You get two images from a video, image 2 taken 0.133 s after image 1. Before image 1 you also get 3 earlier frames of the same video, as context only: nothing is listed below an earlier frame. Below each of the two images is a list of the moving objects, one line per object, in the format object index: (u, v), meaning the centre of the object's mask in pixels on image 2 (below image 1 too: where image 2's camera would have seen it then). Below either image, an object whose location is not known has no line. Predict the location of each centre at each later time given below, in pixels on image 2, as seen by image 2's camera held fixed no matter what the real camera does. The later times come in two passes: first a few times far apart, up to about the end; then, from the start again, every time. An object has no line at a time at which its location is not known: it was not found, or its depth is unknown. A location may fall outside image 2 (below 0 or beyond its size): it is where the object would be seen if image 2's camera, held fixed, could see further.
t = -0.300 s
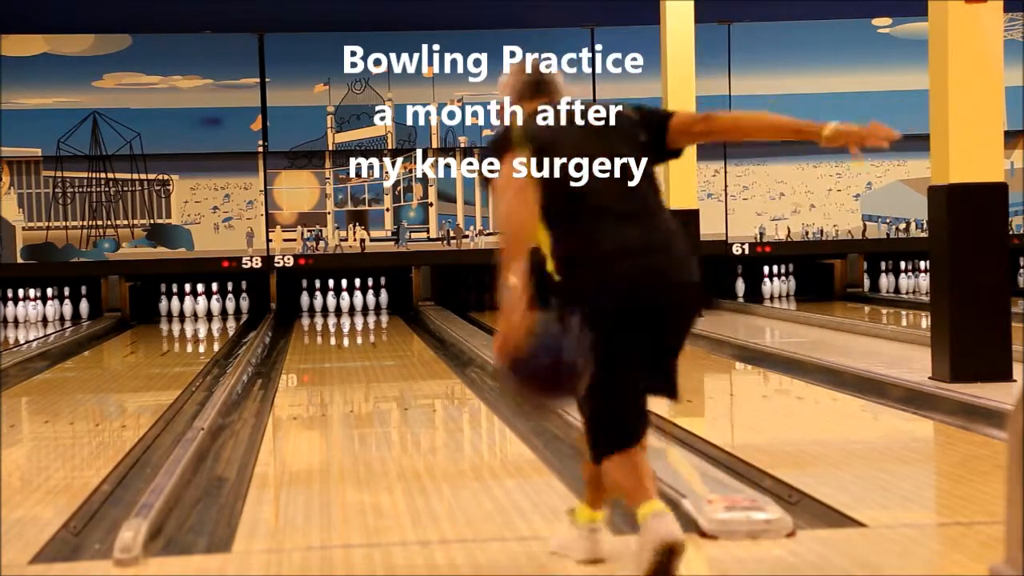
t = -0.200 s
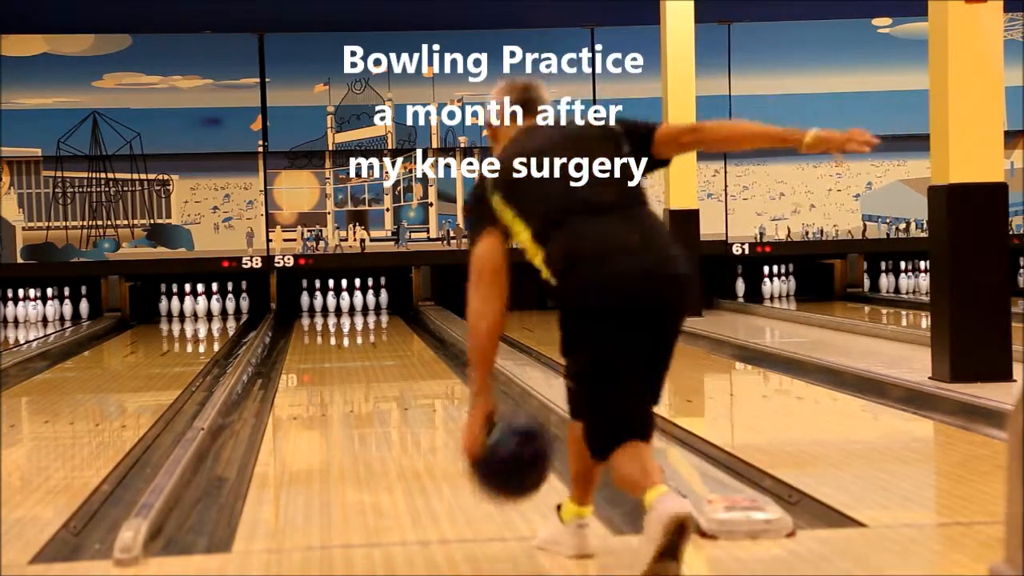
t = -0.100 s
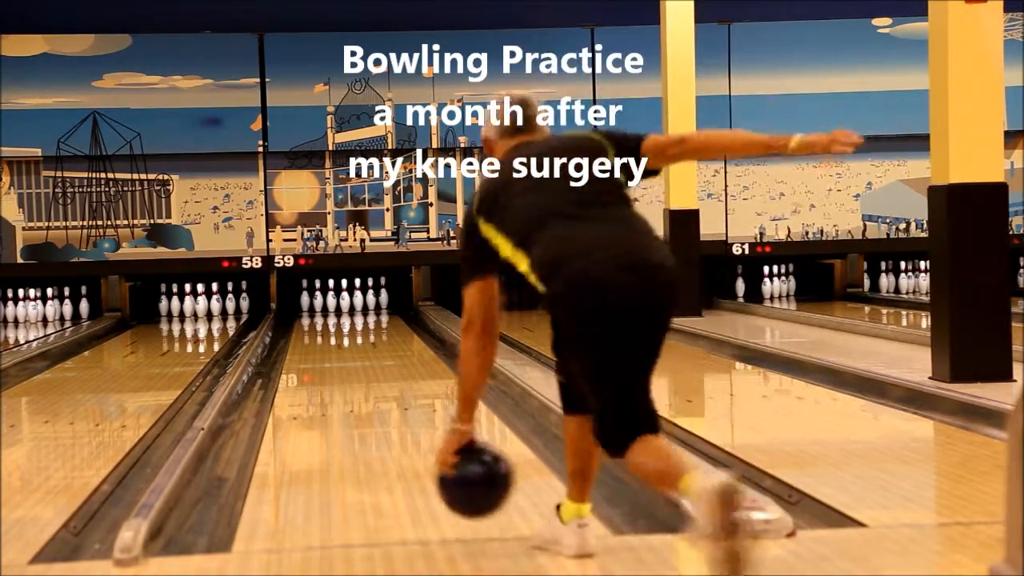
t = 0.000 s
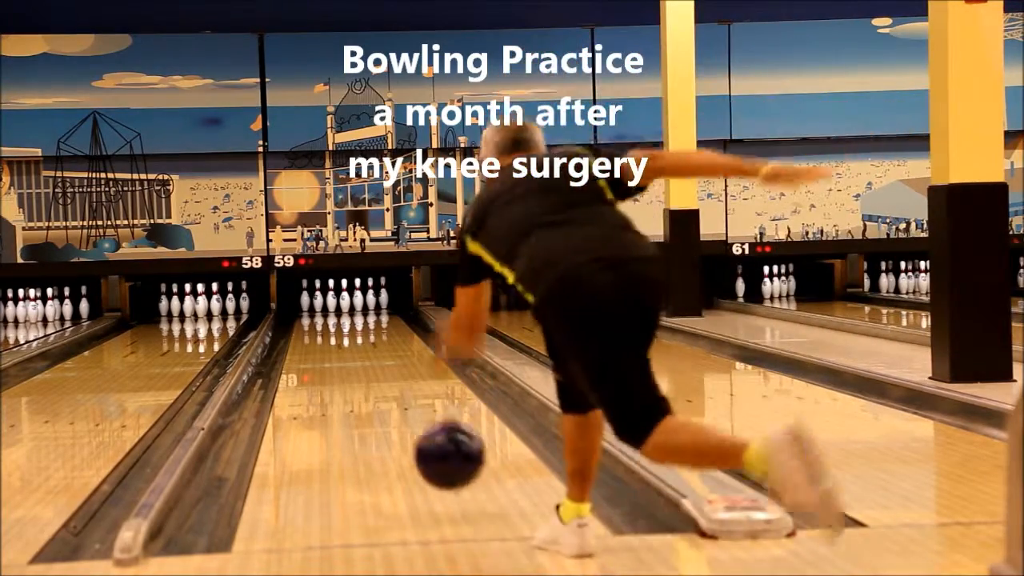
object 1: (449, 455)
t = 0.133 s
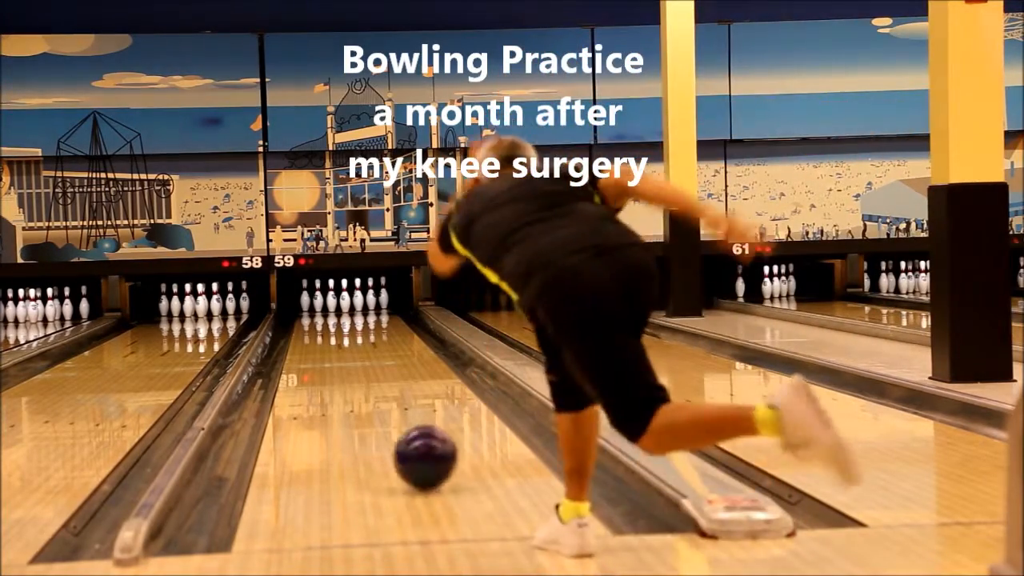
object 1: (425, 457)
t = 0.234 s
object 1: (409, 444)
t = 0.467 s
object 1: (382, 415)
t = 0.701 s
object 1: (364, 394)
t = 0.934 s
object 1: (350, 378)
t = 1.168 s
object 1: (339, 365)
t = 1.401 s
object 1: (331, 355)
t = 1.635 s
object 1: (325, 346)
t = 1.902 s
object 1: (320, 336)
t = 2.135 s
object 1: (317, 329)
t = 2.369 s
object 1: (316, 324)
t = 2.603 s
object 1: (316, 319)
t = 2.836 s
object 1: (318, 314)
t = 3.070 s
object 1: (321, 310)
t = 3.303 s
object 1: (329, 307)
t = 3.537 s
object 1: (338, 305)
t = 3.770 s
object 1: (342, 303)
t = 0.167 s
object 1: (420, 452)
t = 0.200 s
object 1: (414, 447)
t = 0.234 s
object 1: (409, 444)
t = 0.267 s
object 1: (405, 439)
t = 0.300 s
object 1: (400, 435)
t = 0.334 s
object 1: (396, 431)
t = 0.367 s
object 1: (392, 427)
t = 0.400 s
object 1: (389, 423)
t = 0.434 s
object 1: (386, 419)
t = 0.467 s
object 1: (382, 415)
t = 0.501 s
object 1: (379, 412)
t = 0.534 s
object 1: (376, 409)
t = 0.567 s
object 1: (373, 406)
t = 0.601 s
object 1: (371, 403)
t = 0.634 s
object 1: (368, 400)
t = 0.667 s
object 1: (366, 397)
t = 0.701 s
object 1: (364, 394)
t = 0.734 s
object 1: (361, 392)
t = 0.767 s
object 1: (351, 397)
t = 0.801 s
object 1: (356, 388)
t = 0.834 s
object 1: (355, 386)
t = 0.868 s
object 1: (353, 383)
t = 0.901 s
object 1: (351, 381)
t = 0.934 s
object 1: (350, 378)
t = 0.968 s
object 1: (348, 377)
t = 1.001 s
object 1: (347, 374)
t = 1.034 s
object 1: (345, 372)
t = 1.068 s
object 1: (344, 371)
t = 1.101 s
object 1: (342, 369)
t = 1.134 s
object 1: (340, 367)
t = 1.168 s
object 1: (339, 365)
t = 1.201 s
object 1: (338, 364)
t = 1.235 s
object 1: (337, 362)
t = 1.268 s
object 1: (336, 360)
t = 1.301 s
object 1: (335, 359)
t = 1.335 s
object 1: (333, 357)
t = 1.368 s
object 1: (332, 356)
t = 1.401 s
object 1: (331, 355)
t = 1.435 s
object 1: (330, 353)
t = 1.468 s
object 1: (329, 352)
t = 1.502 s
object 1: (328, 350)
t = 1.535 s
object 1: (327, 349)
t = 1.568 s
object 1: (327, 348)
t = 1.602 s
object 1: (326, 347)
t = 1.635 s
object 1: (325, 346)
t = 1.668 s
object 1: (324, 345)
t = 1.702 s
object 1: (323, 344)
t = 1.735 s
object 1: (323, 342)
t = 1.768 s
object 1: (322, 341)
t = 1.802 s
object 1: (321, 339)
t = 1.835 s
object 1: (321, 338)
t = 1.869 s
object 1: (321, 337)
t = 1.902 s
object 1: (320, 336)
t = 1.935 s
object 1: (319, 335)
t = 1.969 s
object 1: (319, 334)
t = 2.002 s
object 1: (318, 333)
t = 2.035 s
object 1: (318, 332)
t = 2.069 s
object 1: (318, 331)
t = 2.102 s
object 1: (317, 330)
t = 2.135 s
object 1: (317, 329)
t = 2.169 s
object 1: (317, 328)
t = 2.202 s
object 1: (316, 328)
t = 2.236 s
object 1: (316, 327)
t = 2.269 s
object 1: (316, 326)
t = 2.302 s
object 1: (316, 326)
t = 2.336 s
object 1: (316, 325)
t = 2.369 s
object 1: (316, 324)
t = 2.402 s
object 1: (316, 324)
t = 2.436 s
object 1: (315, 323)
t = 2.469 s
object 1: (315, 322)
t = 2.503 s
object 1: (315, 321)
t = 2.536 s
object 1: (315, 321)
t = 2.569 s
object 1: (316, 320)
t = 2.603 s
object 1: (316, 319)
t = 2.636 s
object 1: (316, 318)
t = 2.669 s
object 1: (315, 318)
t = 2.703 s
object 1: (316, 317)
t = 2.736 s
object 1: (316, 316)
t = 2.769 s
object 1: (317, 316)
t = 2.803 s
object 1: (317, 315)
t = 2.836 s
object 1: (318, 314)
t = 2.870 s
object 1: (318, 314)
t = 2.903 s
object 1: (319, 313)
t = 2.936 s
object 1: (320, 312)
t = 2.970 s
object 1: (320, 311)
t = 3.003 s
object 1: (321, 311)
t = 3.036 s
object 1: (321, 311)
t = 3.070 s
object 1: (321, 310)
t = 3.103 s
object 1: (322, 310)
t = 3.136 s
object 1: (325, 309)
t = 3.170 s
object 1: (325, 309)
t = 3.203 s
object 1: (326, 308)
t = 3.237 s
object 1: (326, 308)
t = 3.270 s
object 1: (327, 308)
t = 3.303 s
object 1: (329, 307)
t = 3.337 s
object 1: (332, 306)
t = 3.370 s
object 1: (332, 306)
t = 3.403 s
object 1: (333, 306)
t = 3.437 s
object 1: (334, 306)
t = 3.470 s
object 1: (334, 306)
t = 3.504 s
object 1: (336, 306)
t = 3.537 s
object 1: (338, 305)
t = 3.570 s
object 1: (339, 305)
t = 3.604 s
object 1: (339, 304)
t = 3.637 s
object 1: (339, 304)
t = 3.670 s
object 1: (339, 304)
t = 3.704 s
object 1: (339, 304)
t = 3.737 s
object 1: (341, 304)
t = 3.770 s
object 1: (342, 303)
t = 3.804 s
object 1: (342, 302)
